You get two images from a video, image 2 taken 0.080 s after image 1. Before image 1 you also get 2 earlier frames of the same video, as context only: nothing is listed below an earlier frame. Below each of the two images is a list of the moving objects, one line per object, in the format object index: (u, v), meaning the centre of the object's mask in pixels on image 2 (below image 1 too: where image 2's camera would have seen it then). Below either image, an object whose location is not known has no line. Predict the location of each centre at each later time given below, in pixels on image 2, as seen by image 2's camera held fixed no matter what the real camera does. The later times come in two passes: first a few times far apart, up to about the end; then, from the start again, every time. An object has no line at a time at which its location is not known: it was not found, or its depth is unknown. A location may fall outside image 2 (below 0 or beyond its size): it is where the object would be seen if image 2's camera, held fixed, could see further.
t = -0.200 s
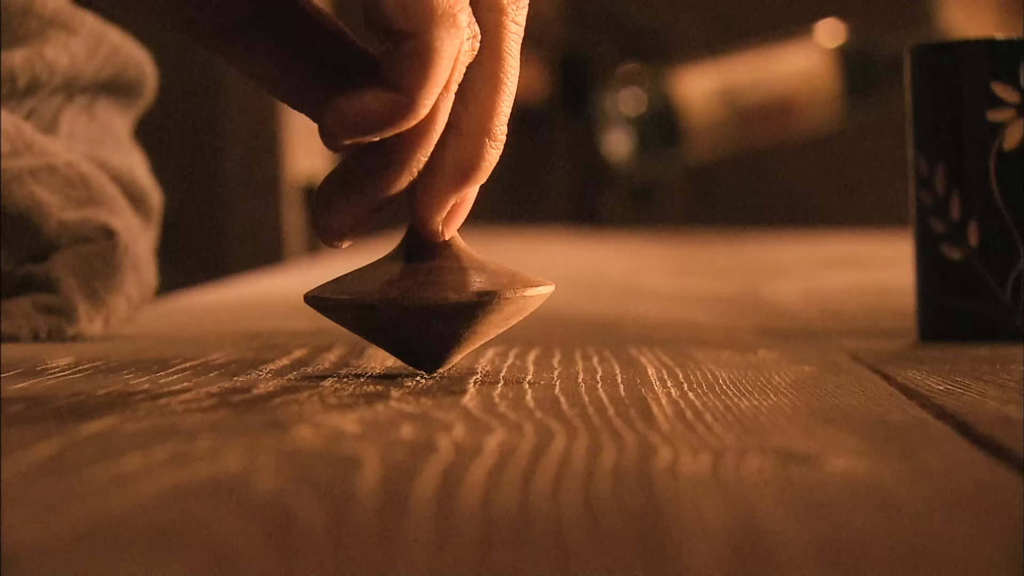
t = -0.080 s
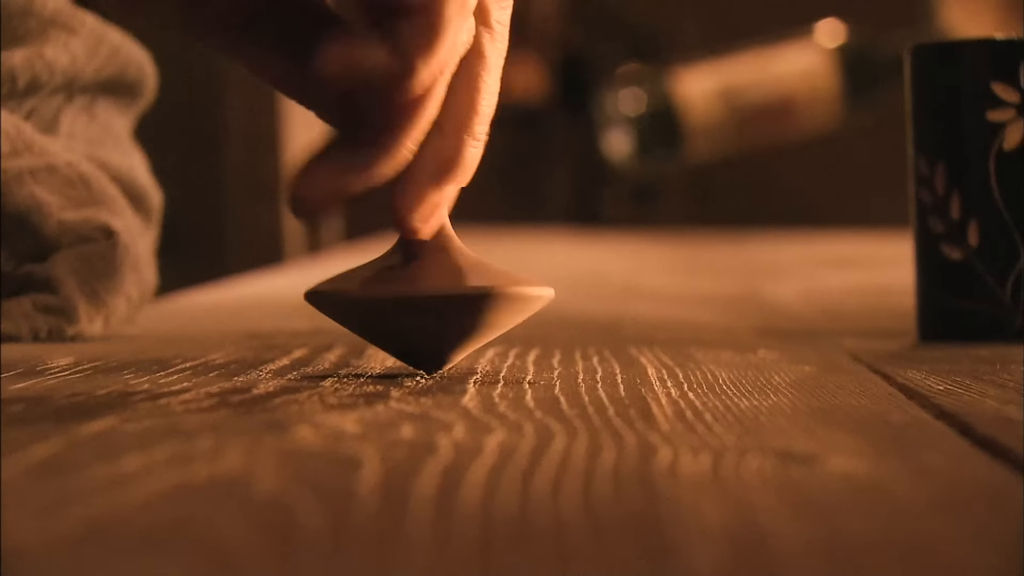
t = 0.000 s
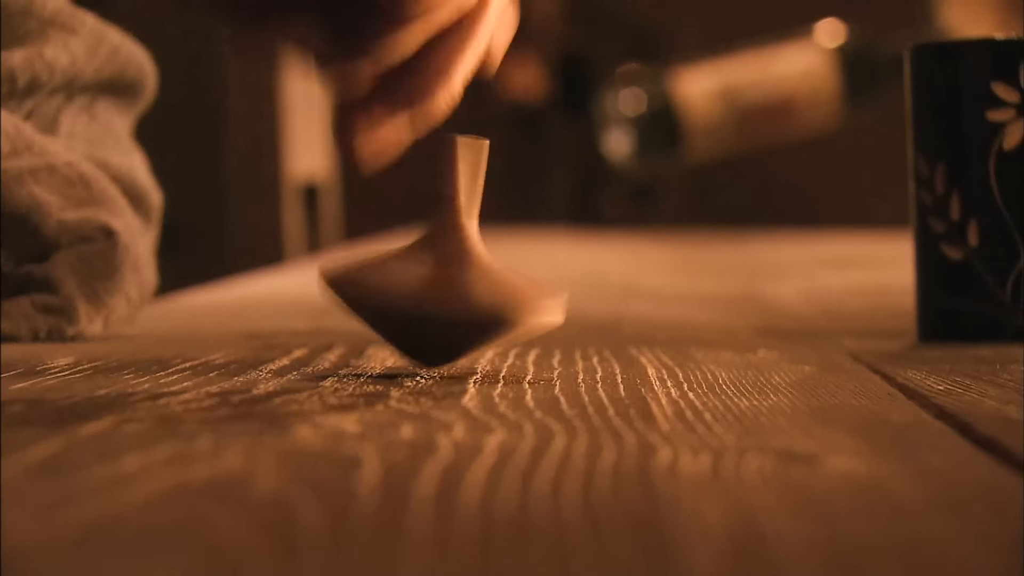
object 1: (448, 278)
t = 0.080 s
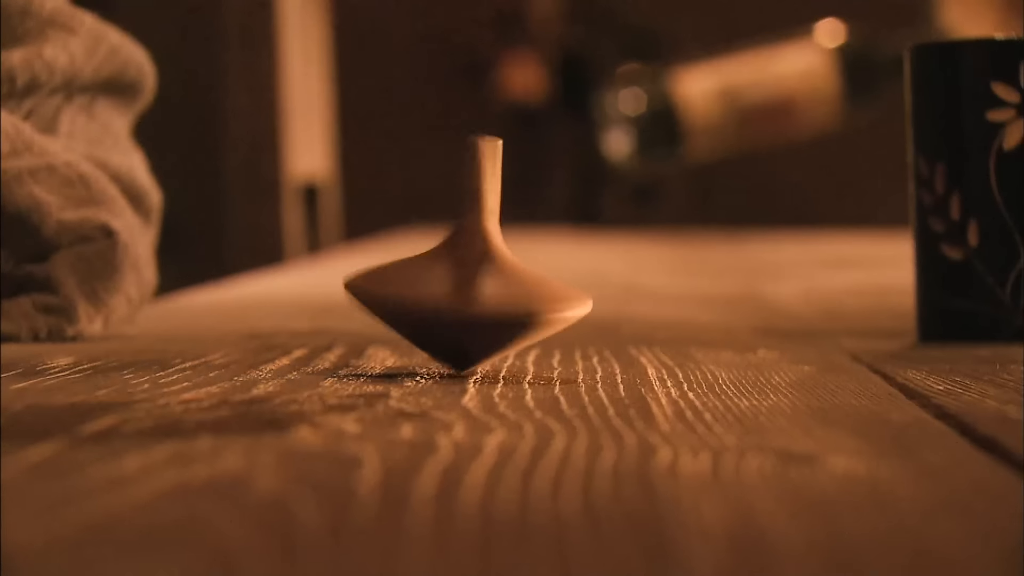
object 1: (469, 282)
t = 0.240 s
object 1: (457, 278)
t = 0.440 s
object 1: (442, 278)
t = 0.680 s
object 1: (481, 276)
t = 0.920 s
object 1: (573, 280)
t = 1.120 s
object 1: (594, 282)
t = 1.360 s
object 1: (613, 284)
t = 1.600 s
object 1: (619, 284)
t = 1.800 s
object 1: (634, 283)
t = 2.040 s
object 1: (644, 282)
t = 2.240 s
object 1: (630, 285)
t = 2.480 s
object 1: (628, 286)
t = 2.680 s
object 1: (632, 287)
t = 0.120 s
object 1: (472, 277)
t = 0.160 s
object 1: (466, 279)
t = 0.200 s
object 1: (464, 279)
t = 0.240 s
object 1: (457, 278)
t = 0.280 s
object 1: (448, 280)
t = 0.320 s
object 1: (442, 282)
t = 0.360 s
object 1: (440, 281)
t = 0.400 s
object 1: (440, 279)
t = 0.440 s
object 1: (442, 278)
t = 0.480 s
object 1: (447, 276)
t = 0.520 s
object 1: (455, 276)
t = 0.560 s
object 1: (463, 277)
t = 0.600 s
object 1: (466, 276)
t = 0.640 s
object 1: (471, 275)
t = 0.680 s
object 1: (481, 276)
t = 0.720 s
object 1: (498, 278)
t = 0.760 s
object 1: (511, 279)
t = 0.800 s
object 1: (526, 279)
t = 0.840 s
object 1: (541, 279)
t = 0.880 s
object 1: (559, 282)
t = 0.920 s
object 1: (573, 280)
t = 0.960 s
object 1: (588, 282)
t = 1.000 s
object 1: (592, 283)
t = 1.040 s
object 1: (592, 284)
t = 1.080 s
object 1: (592, 280)
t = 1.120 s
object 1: (594, 282)
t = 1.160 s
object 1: (600, 283)
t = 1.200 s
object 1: (605, 282)
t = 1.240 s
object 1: (609, 283)
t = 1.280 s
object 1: (612, 285)
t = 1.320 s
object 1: (612, 285)
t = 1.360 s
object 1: (613, 284)
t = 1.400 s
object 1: (610, 282)
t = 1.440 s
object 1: (606, 283)
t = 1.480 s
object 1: (603, 283)
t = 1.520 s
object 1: (605, 287)
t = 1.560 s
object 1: (608, 283)
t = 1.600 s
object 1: (619, 284)
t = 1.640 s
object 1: (627, 284)
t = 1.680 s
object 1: (637, 284)
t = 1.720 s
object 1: (640, 283)
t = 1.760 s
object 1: (638, 284)
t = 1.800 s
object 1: (634, 283)
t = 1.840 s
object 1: (628, 283)
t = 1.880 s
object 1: (622, 286)
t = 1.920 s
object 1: (625, 285)
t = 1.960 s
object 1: (629, 283)
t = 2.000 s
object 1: (640, 283)
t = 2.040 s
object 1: (644, 282)
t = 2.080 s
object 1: (643, 283)
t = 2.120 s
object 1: (642, 283)
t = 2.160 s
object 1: (639, 285)
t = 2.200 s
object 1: (635, 286)
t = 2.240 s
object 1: (630, 285)
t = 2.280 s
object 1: (628, 287)
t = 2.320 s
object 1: (633, 284)
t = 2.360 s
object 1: (635, 285)
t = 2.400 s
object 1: (635, 287)
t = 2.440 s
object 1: (631, 286)
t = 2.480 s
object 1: (628, 286)
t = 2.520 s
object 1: (632, 285)
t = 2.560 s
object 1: (634, 284)
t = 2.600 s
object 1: (632, 287)
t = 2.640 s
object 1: (632, 285)
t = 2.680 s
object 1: (632, 287)
